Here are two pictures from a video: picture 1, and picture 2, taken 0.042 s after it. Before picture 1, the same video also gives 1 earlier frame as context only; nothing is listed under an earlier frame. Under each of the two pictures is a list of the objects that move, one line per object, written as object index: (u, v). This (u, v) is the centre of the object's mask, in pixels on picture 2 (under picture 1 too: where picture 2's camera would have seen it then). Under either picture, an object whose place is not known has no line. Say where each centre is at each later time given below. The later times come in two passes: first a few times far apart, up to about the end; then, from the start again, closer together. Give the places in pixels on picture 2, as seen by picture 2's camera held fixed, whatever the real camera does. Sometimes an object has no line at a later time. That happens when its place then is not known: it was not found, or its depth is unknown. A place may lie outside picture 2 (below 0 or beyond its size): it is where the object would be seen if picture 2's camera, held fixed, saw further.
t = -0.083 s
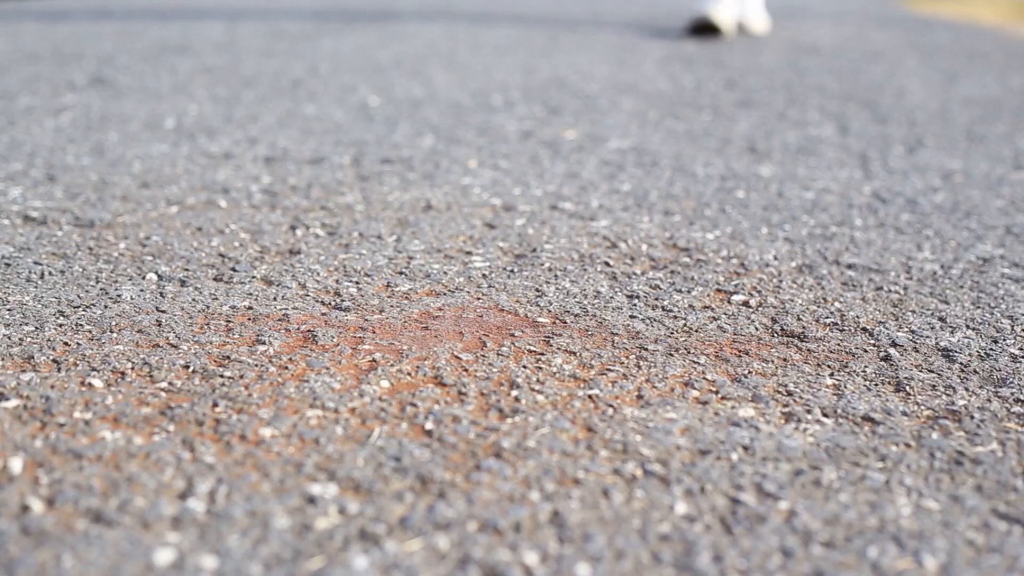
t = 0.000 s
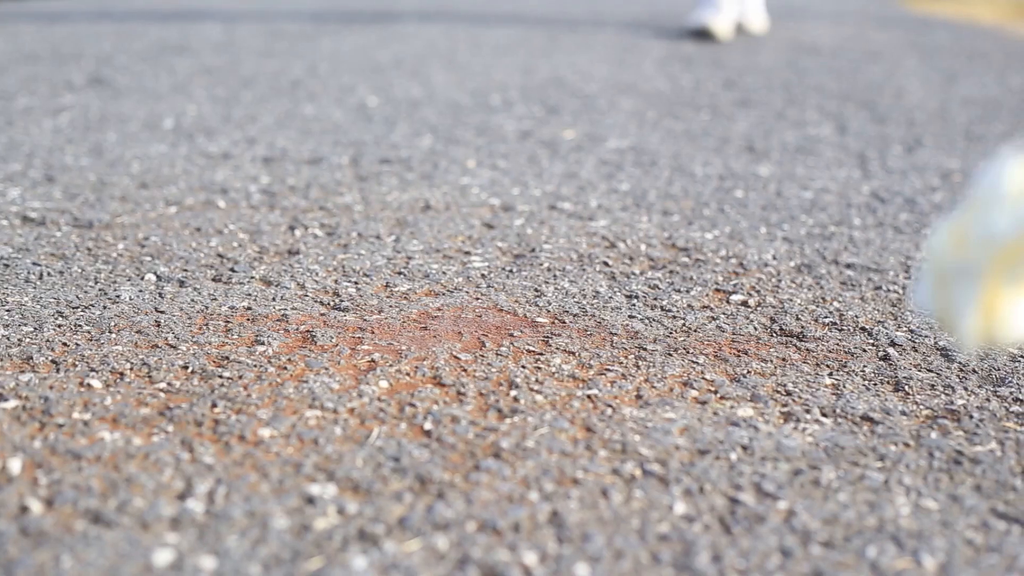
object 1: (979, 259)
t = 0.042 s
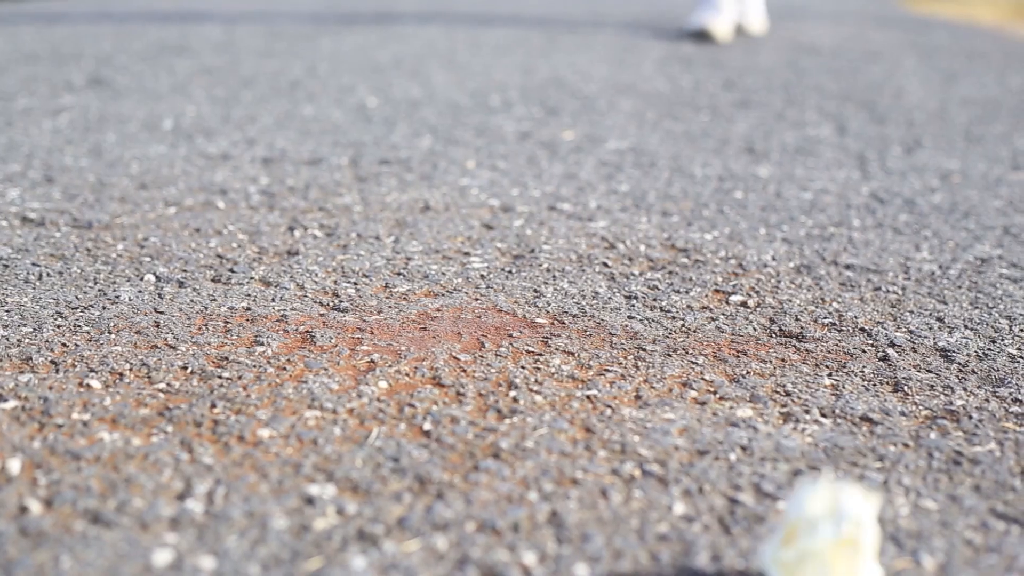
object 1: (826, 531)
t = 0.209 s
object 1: (730, 254)
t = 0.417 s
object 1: (614, 336)
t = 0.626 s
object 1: (570, 295)
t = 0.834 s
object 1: (600, 298)
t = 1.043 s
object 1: (604, 302)
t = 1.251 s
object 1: (596, 301)
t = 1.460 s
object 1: (599, 301)
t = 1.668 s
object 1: (604, 302)
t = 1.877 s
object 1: (604, 302)
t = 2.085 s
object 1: (605, 302)
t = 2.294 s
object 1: (605, 302)
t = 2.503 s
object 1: (604, 302)
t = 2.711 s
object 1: (604, 302)
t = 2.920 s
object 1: (604, 302)
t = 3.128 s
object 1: (604, 302)
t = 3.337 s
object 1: (604, 302)
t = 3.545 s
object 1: (604, 302)
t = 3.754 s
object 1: (604, 302)
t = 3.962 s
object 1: (604, 302)
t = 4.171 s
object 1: (604, 302)
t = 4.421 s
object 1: (604, 302)
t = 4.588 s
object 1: (604, 302)
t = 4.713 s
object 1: (604, 302)
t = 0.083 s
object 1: (804, 415)
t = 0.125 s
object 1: (779, 325)
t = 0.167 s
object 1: (753, 270)
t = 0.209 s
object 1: (730, 254)
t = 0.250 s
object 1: (699, 292)
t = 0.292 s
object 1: (675, 361)
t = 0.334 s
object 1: (656, 354)
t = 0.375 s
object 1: (634, 340)
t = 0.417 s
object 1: (614, 336)
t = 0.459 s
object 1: (593, 319)
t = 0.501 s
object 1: (576, 316)
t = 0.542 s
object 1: (572, 303)
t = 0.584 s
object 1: (570, 296)
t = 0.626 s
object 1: (570, 295)
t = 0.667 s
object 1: (571, 294)
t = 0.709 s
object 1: (571, 290)
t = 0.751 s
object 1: (578, 286)
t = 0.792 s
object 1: (588, 287)
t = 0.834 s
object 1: (600, 298)
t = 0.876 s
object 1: (605, 302)
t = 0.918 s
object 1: (609, 302)
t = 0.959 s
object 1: (608, 302)
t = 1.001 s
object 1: (605, 302)
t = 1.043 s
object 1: (604, 302)
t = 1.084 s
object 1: (606, 302)
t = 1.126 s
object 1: (608, 302)
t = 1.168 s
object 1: (604, 301)
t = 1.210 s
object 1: (598, 301)
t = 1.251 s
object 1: (596, 301)
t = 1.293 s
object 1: (596, 300)
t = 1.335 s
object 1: (595, 300)
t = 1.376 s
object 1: (596, 300)
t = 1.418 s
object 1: (596, 300)
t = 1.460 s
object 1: (599, 301)
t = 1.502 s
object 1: (602, 301)
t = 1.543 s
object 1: (605, 302)
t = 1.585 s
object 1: (604, 302)
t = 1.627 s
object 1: (604, 302)
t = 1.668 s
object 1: (604, 302)
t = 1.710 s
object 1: (604, 302)
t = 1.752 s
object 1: (605, 302)
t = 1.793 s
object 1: (604, 302)
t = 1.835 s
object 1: (604, 302)
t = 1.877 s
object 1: (604, 302)
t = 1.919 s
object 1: (604, 302)
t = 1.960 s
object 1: (604, 302)
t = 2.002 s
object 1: (605, 301)
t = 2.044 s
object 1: (605, 302)
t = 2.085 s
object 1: (605, 302)
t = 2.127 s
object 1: (604, 302)
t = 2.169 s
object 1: (604, 302)
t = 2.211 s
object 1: (604, 302)
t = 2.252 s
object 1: (604, 302)
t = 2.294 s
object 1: (605, 302)
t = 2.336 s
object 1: (605, 302)
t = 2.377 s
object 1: (604, 302)
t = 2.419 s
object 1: (604, 302)
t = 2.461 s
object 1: (604, 302)
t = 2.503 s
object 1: (604, 302)
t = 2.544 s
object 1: (604, 302)
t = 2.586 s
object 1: (604, 302)
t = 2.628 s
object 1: (604, 302)
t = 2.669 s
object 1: (604, 302)
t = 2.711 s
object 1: (604, 302)
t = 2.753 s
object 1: (604, 302)
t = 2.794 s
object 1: (604, 302)
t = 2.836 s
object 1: (604, 302)
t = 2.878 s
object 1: (604, 302)
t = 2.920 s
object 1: (604, 302)
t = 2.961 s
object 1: (604, 302)
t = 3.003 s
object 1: (604, 302)
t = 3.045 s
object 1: (604, 302)
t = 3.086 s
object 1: (604, 302)
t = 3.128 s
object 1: (604, 302)
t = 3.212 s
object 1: (604, 302)
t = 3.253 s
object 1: (604, 302)
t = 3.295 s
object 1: (604, 302)
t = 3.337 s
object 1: (604, 302)
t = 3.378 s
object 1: (604, 302)
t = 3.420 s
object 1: (604, 302)
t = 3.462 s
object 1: (604, 302)
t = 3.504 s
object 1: (604, 302)
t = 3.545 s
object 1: (604, 302)
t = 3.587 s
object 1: (604, 302)
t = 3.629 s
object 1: (604, 302)
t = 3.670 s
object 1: (604, 302)
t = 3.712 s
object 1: (604, 302)
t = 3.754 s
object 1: (604, 302)
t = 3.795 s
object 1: (604, 302)
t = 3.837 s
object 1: (604, 302)
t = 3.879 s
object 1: (604, 302)
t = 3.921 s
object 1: (604, 302)
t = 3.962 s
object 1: (604, 302)
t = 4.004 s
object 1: (604, 302)
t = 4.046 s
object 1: (604, 302)
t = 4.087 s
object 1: (604, 302)
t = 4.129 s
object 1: (604, 302)
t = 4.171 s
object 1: (604, 302)
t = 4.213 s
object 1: (604, 302)
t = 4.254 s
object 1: (604, 302)
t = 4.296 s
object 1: (604, 302)
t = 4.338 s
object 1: (604, 302)
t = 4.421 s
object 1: (604, 302)
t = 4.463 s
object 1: (604, 302)
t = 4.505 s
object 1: (604, 302)
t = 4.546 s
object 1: (604, 302)
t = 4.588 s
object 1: (604, 302)
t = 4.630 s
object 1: (604, 302)
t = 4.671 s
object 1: (604, 302)
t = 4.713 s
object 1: (604, 302)
